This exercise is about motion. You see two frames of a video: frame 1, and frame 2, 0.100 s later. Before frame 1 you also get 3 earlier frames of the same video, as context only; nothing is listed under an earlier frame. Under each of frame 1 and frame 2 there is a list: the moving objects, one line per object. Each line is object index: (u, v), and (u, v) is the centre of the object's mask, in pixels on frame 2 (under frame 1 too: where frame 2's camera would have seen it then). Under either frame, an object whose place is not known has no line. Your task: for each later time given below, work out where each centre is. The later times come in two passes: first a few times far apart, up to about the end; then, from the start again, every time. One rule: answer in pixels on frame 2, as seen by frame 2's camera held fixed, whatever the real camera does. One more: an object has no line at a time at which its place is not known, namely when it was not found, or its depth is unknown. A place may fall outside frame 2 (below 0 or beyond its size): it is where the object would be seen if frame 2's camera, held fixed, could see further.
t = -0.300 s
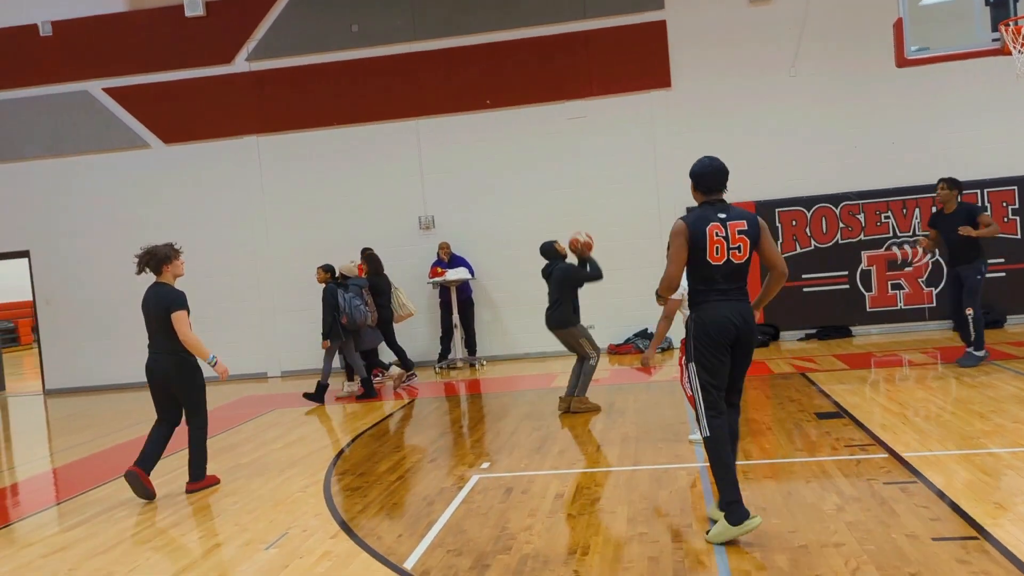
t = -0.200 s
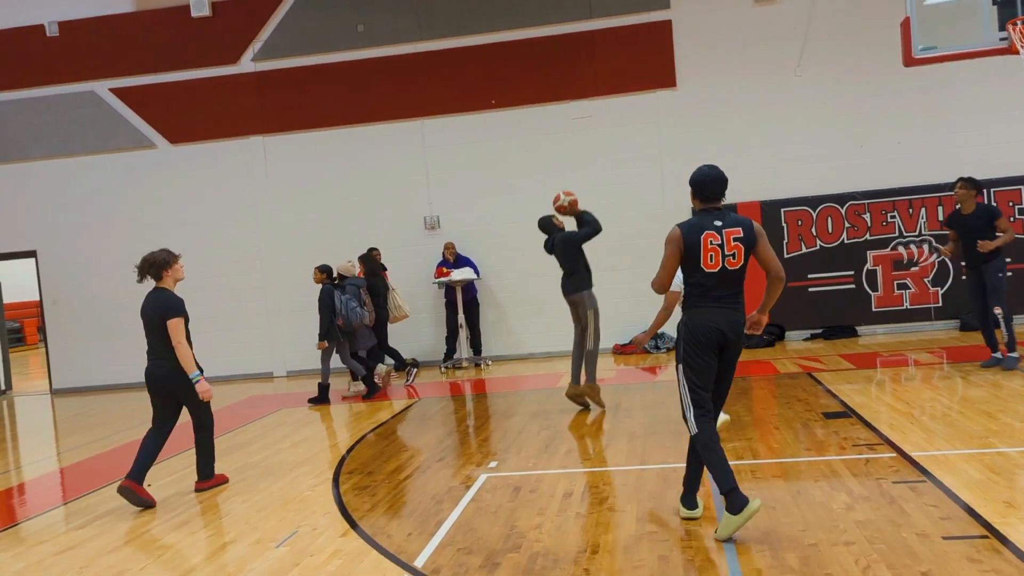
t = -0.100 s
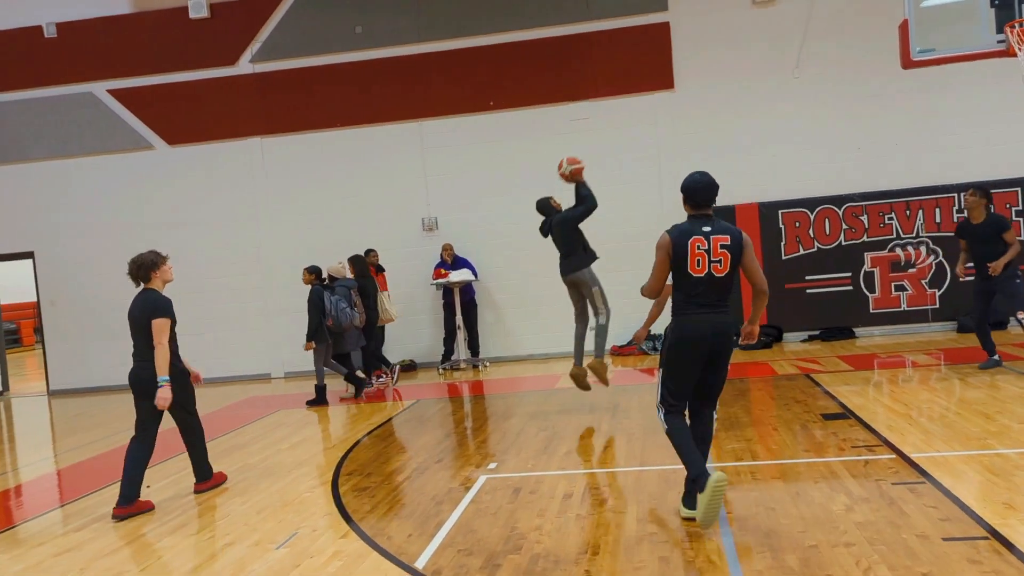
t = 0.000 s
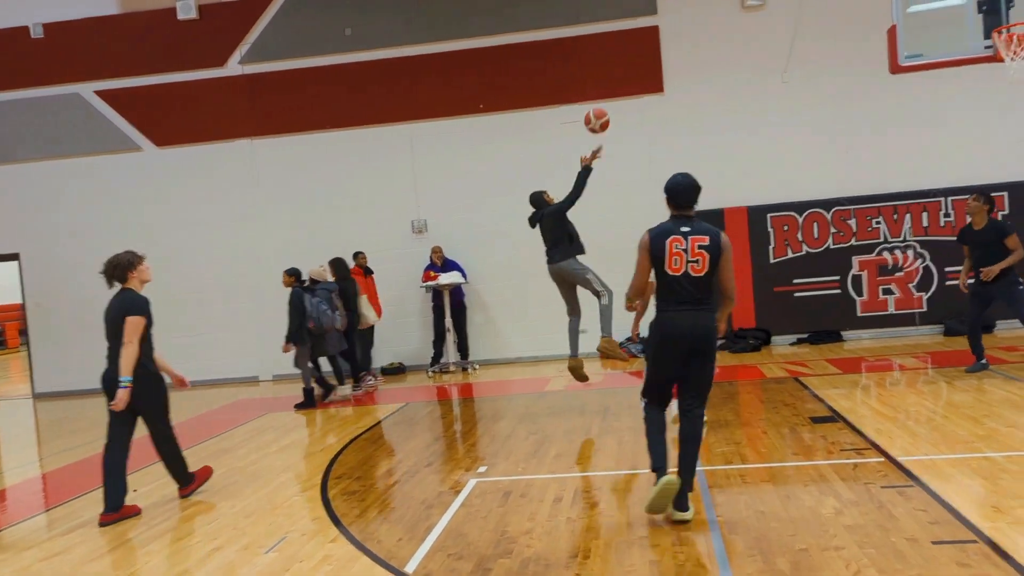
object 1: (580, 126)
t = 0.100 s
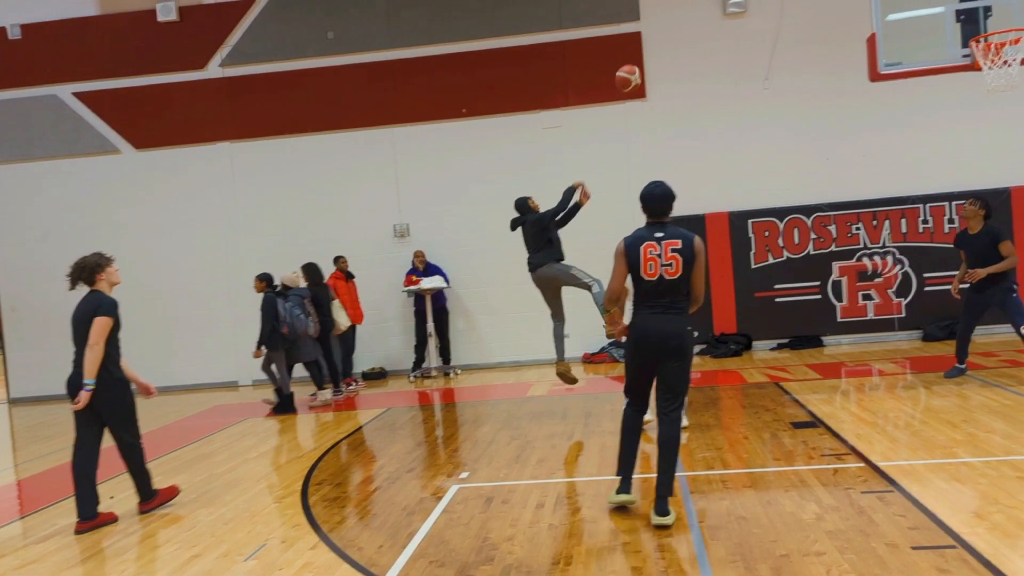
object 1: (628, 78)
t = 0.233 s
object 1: (696, 30)
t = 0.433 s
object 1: (801, -9)
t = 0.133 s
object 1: (645, 65)
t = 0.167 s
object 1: (662, 52)
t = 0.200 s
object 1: (678, 40)
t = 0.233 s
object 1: (696, 30)
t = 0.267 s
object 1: (713, 20)
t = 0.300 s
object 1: (731, 12)
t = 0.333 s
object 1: (748, 5)
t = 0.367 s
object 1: (765, -1)
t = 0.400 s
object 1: (783, -6)
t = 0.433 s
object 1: (801, -9)
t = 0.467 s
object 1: (819, -11)
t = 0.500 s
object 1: (838, -13)
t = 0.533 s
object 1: (856, -13)
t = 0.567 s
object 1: (874, -11)
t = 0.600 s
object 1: (893, -9)
